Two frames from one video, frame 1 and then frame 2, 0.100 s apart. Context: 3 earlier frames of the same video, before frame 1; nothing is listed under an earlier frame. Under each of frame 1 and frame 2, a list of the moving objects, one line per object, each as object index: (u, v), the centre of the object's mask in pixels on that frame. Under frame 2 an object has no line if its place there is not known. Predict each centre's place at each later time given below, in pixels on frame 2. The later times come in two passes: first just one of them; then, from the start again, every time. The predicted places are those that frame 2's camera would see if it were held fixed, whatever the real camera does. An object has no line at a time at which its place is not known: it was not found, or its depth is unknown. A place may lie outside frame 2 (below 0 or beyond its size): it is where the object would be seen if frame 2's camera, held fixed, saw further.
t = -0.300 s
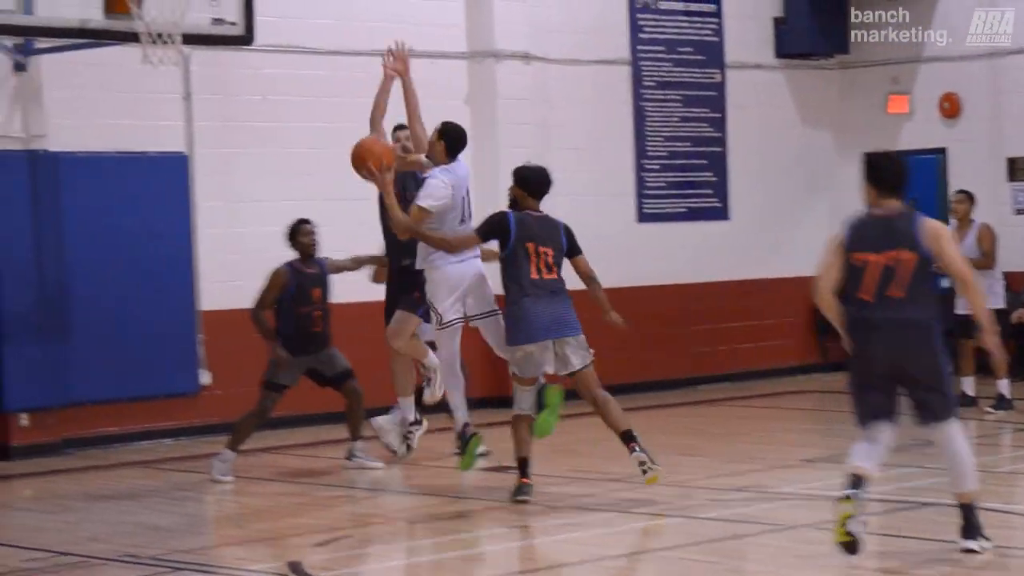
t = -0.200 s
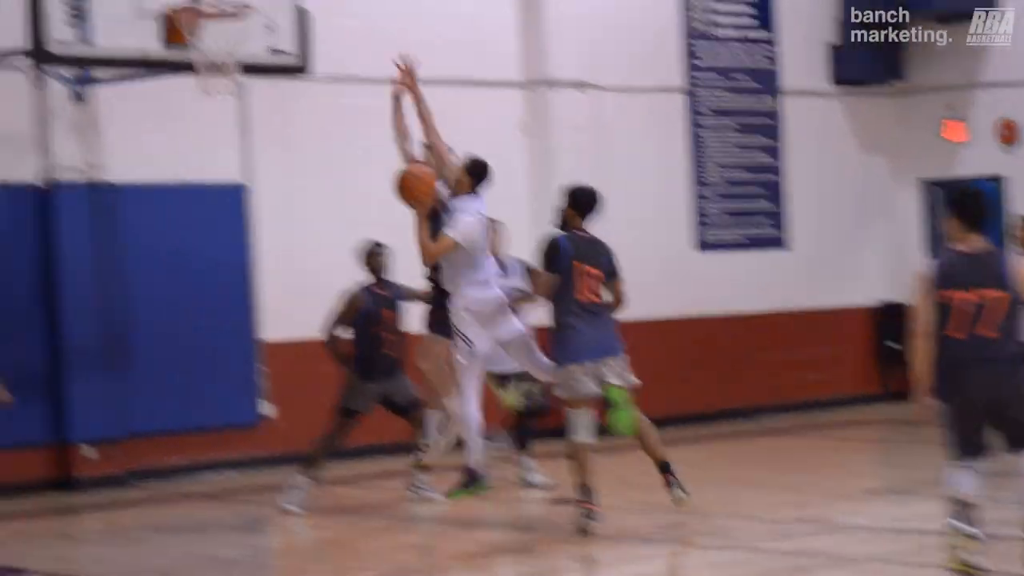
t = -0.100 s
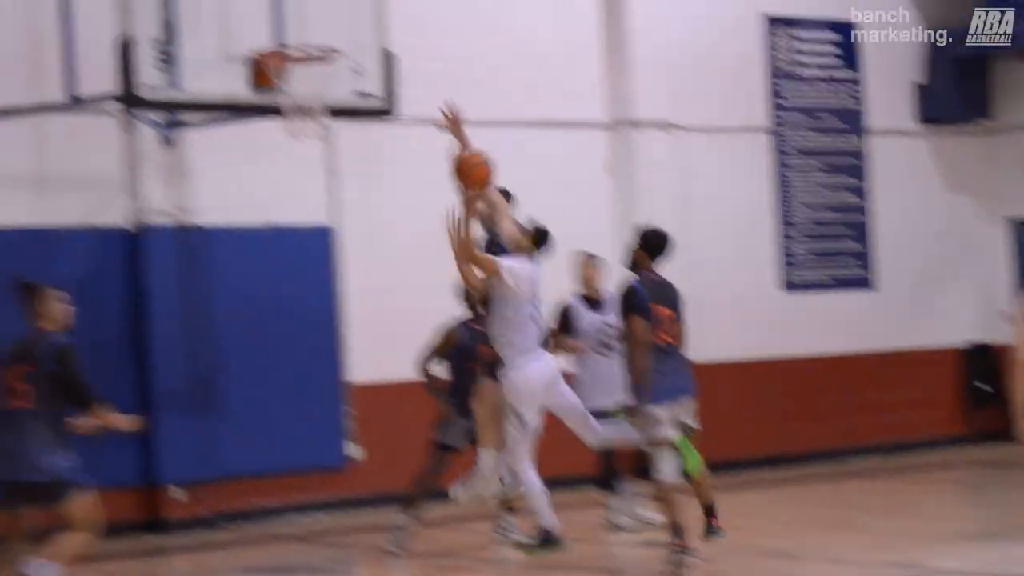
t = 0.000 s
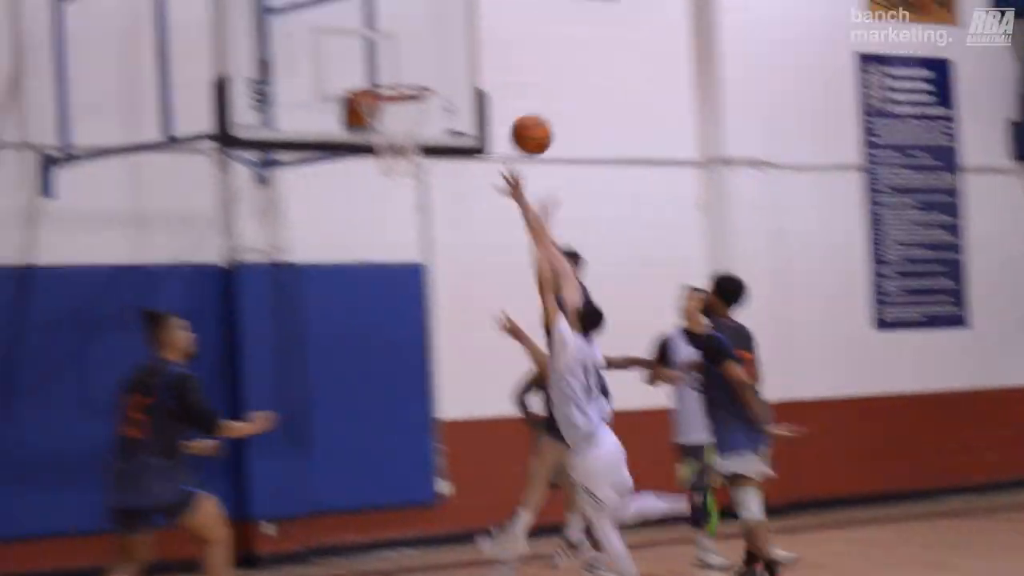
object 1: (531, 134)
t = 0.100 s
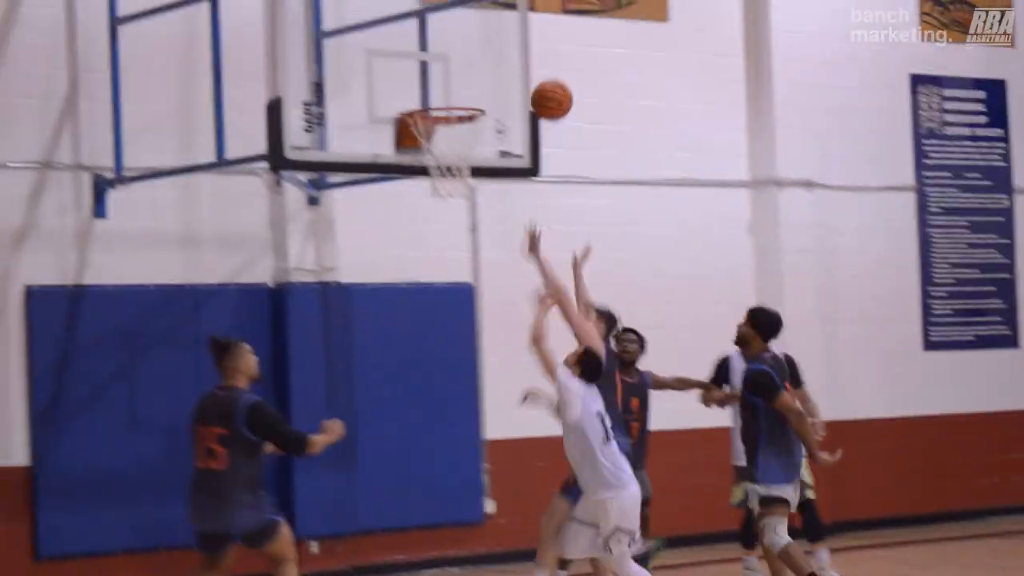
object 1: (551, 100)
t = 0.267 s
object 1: (505, 46)
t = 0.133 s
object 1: (542, 85)
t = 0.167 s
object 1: (532, 73)
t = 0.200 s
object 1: (522, 62)
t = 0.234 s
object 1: (513, 53)
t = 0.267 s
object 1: (505, 46)
